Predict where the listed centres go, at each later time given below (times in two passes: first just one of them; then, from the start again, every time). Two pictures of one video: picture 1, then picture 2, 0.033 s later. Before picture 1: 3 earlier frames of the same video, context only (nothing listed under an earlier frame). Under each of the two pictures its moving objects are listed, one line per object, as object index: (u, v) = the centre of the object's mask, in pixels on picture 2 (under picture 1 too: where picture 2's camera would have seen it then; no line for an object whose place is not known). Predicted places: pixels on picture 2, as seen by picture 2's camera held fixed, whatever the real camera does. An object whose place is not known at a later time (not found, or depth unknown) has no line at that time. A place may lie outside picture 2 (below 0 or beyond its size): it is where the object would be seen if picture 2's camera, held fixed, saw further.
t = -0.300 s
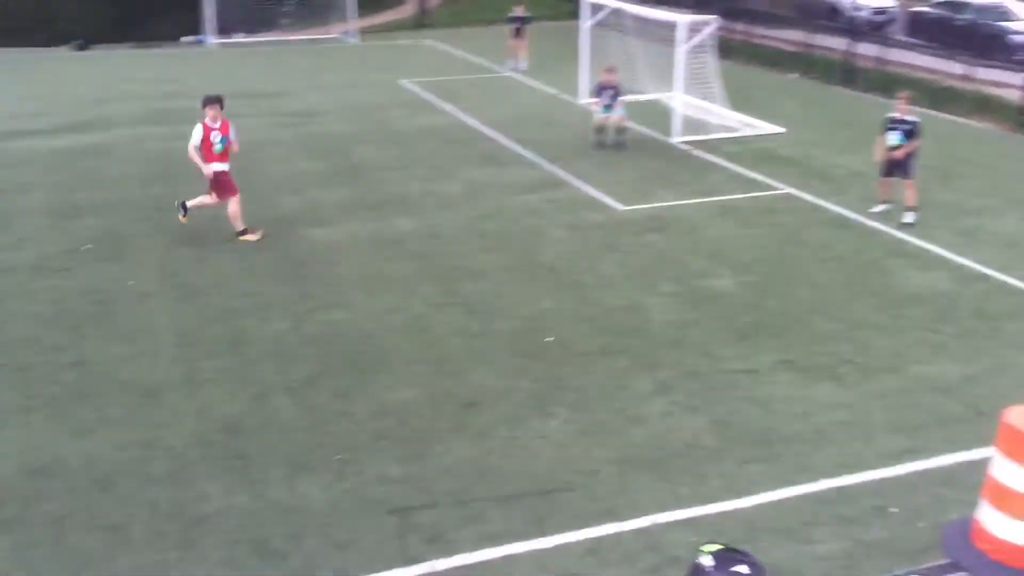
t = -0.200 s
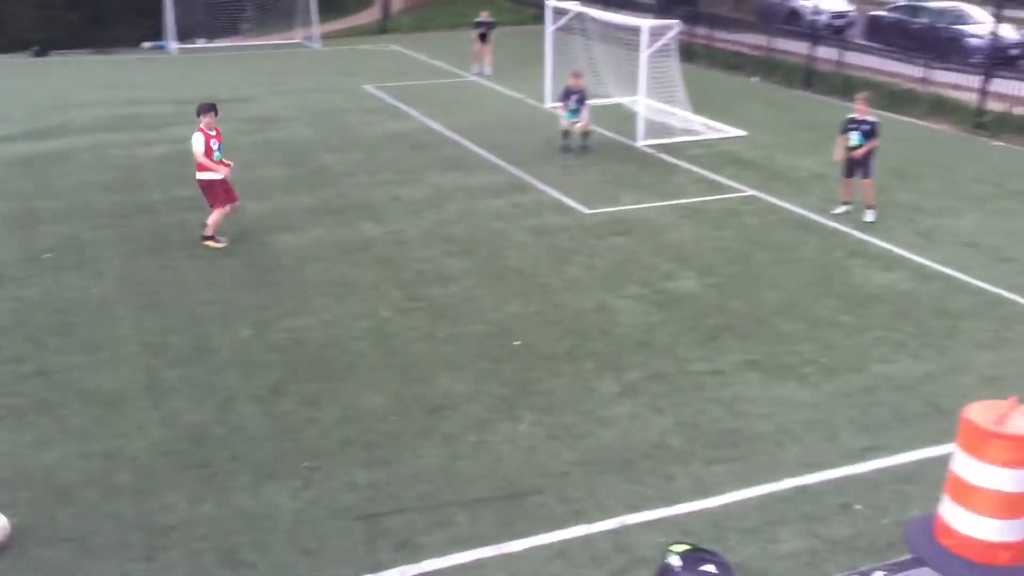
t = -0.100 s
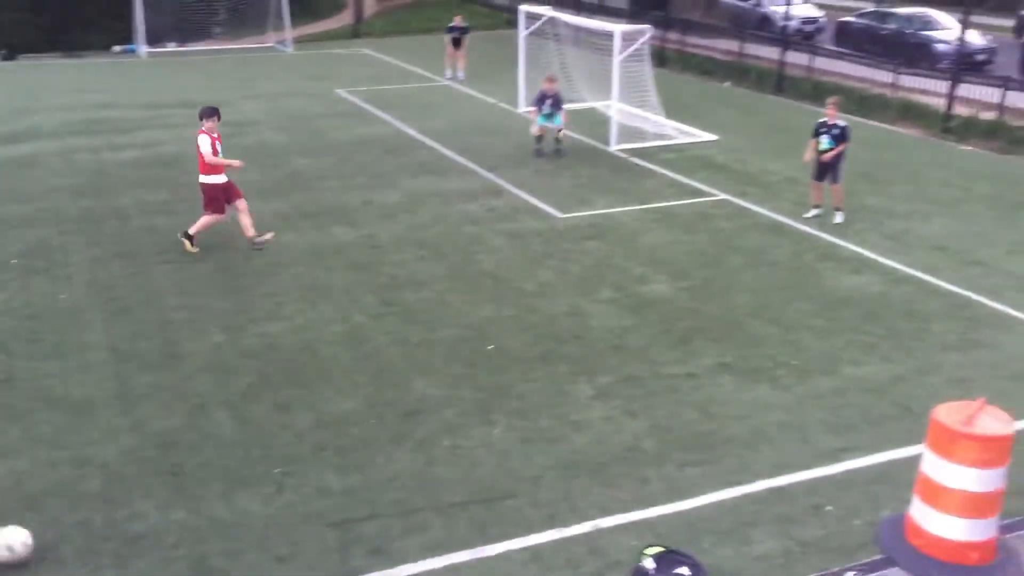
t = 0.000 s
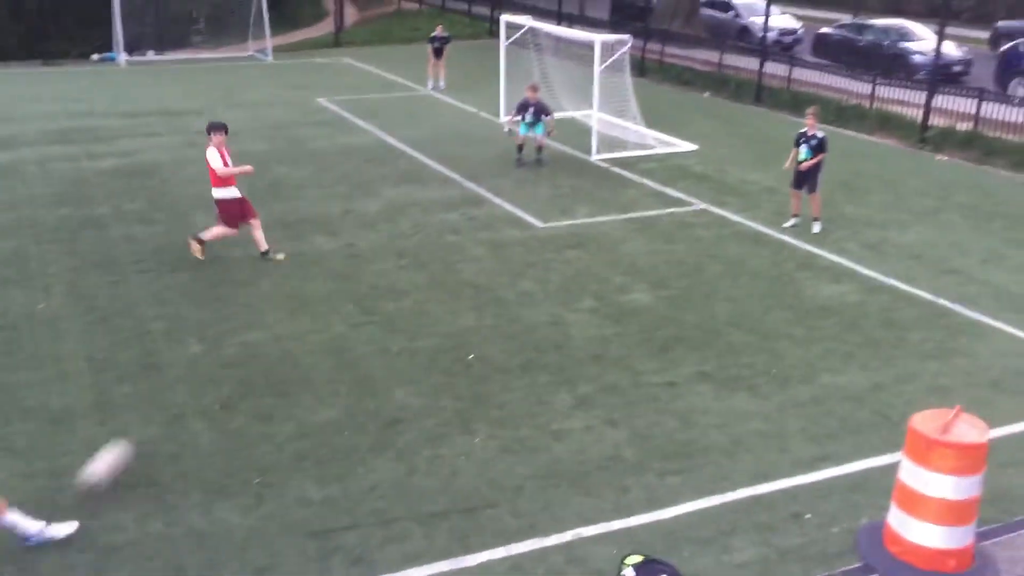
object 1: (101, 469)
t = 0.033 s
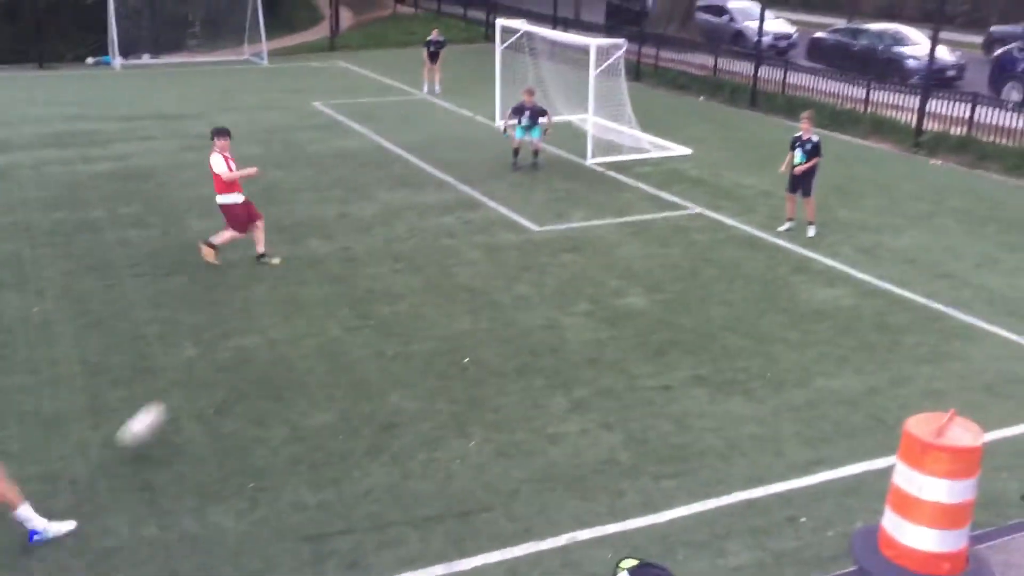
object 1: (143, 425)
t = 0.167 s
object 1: (265, 308)
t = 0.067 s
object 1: (179, 389)
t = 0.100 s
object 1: (212, 357)
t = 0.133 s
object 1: (239, 331)
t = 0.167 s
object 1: (265, 308)
